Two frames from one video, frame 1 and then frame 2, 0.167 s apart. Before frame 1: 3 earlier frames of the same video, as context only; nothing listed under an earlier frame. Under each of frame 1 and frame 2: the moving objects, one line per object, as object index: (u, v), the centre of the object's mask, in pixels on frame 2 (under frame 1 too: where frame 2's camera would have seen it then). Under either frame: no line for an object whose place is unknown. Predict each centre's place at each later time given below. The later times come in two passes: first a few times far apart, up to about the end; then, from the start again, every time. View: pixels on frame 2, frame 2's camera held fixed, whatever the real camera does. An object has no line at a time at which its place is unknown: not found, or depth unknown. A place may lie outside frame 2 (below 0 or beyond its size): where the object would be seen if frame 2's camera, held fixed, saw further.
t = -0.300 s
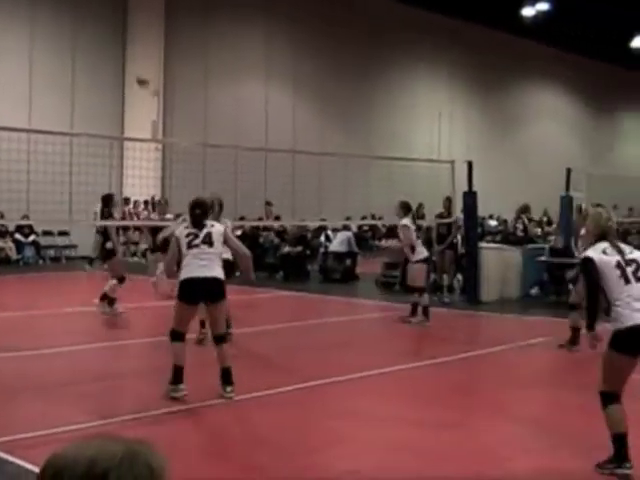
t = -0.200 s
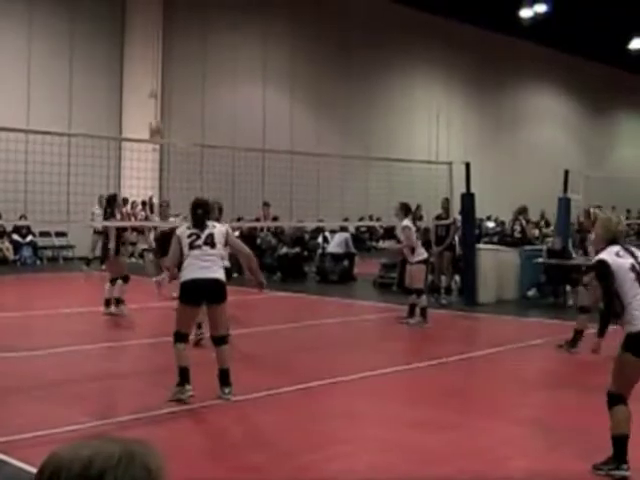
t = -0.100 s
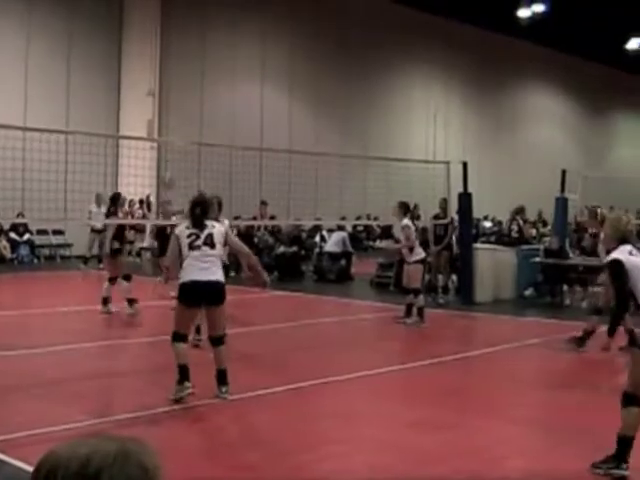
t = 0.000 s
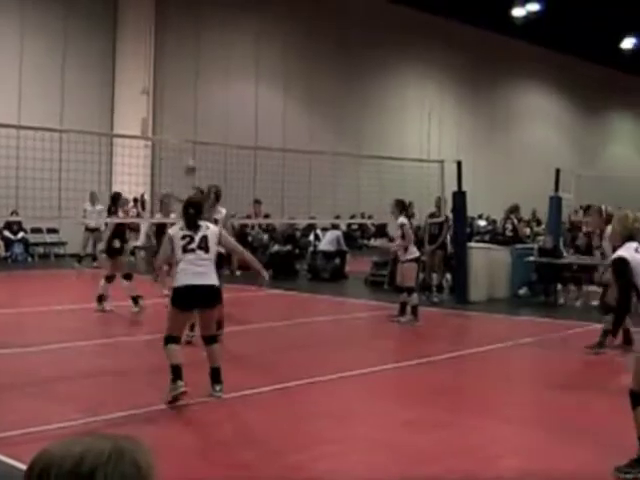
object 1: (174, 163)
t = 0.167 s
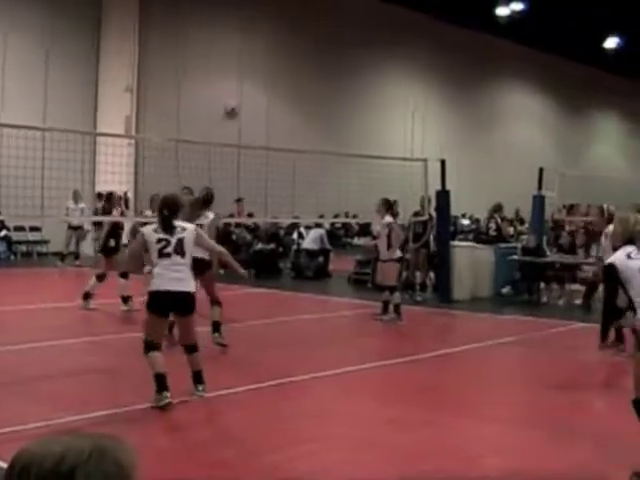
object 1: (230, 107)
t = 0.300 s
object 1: (277, 76)
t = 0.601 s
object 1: (394, 57)
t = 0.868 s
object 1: (513, 115)
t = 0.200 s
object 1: (242, 102)
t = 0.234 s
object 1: (254, 92)
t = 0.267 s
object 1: (263, 85)
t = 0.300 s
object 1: (277, 76)
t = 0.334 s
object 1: (287, 73)
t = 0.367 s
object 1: (302, 66)
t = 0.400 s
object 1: (314, 62)
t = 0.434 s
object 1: (327, 60)
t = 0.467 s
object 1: (340, 58)
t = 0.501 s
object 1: (353, 55)
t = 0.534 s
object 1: (367, 55)
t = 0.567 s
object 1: (380, 56)
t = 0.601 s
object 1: (394, 57)
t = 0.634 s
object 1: (410, 59)
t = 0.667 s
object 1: (424, 62)
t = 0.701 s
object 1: (439, 68)
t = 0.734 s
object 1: (453, 73)
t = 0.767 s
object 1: (467, 80)
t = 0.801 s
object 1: (483, 88)
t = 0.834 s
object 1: (498, 98)
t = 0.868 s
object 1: (513, 115)
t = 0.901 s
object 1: (528, 123)
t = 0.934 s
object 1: (549, 136)
